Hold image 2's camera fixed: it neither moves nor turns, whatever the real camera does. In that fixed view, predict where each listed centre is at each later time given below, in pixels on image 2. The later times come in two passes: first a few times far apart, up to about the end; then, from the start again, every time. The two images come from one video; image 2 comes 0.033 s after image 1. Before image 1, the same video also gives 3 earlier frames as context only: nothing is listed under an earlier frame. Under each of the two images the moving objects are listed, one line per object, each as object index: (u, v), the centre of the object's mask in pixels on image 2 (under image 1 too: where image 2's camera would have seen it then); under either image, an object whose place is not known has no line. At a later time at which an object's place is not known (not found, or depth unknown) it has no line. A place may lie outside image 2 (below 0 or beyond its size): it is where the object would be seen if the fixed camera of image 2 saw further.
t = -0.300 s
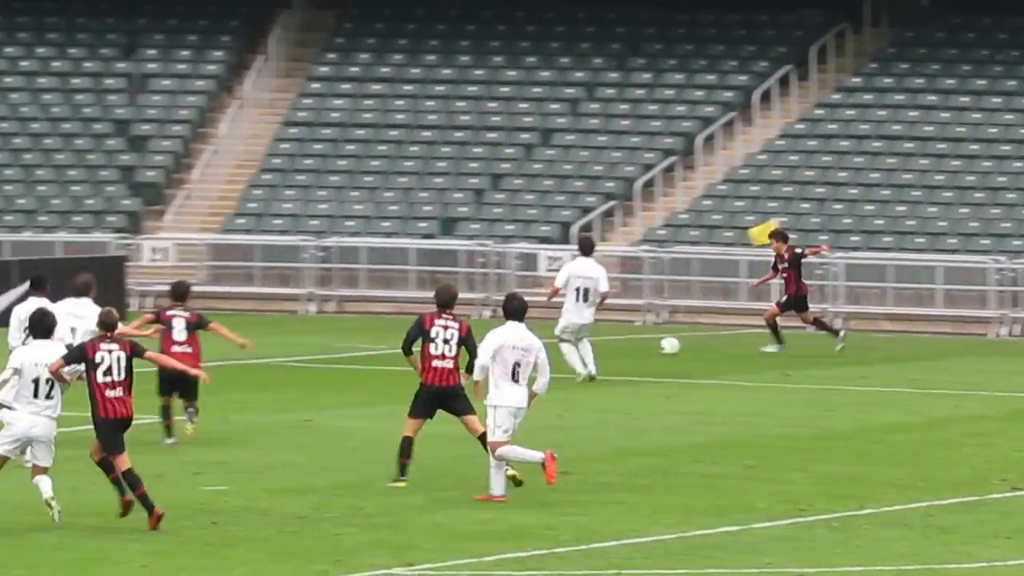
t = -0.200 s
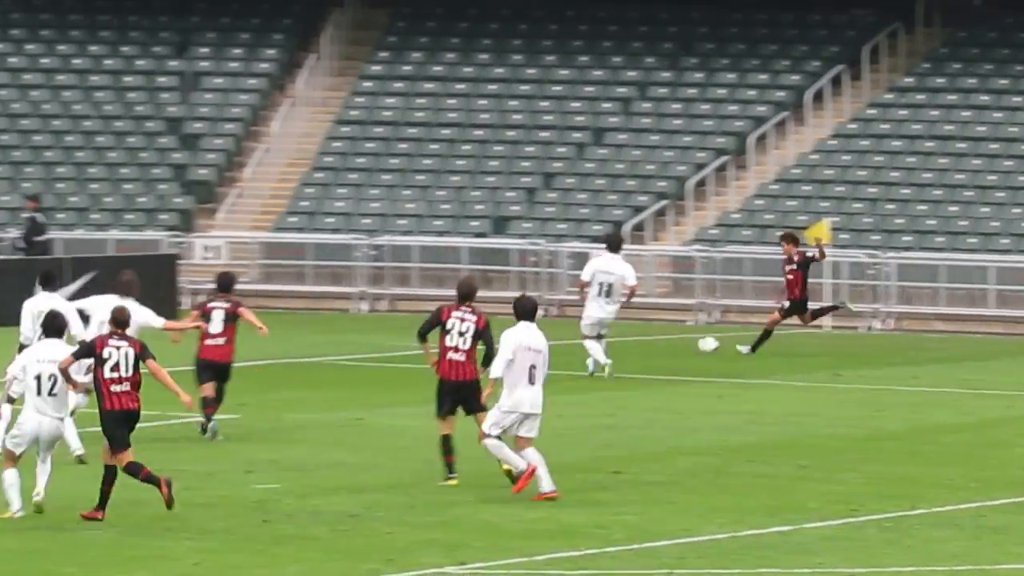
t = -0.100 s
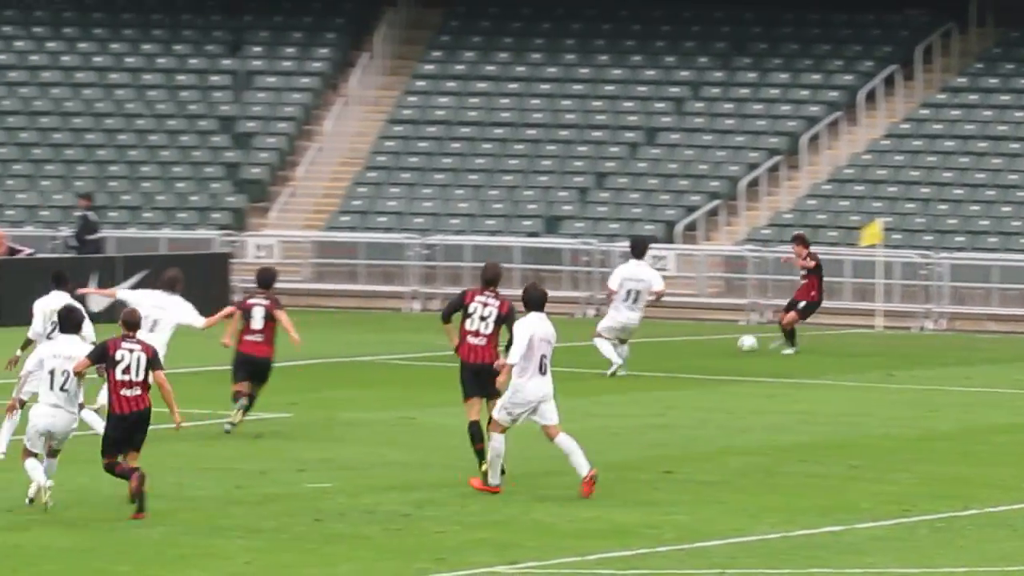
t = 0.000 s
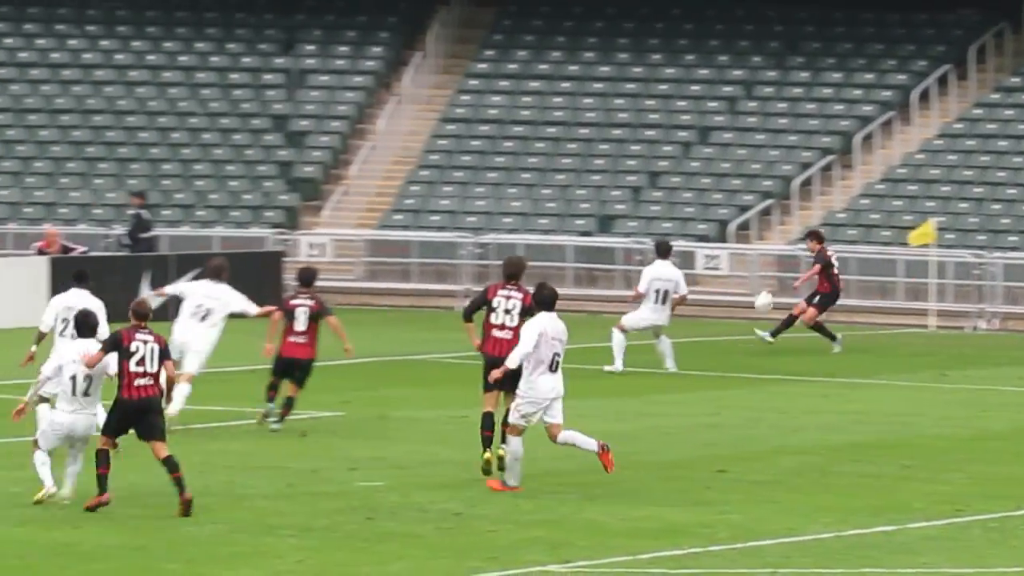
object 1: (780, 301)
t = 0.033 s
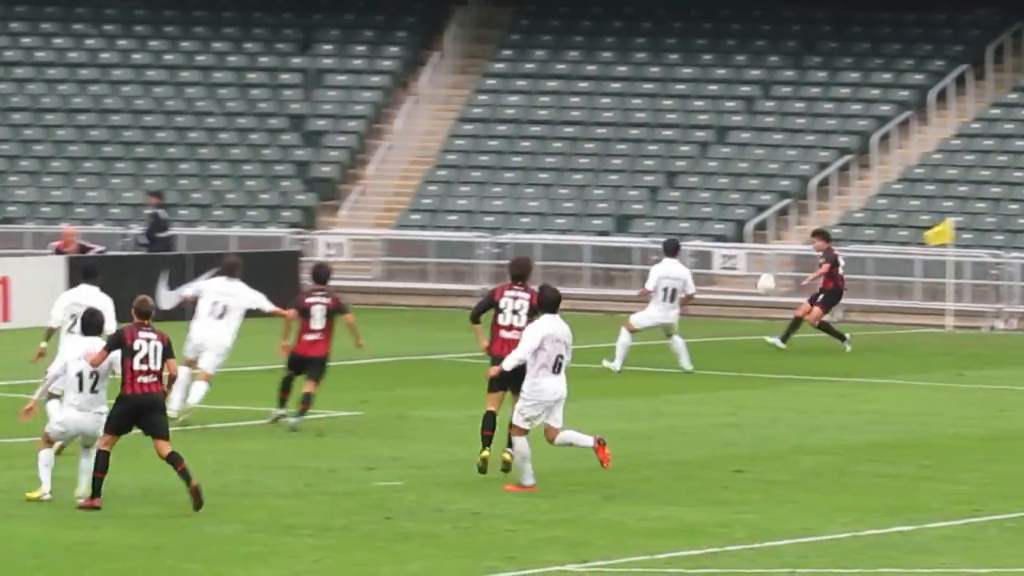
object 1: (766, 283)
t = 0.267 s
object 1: (679, 185)
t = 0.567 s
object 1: (594, 125)
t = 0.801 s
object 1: (547, 138)
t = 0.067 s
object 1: (751, 266)
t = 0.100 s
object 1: (738, 251)
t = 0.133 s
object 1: (726, 234)
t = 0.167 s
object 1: (713, 222)
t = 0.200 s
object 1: (701, 208)
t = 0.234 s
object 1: (689, 196)
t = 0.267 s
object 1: (679, 185)
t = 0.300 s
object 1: (668, 174)
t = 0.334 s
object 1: (657, 164)
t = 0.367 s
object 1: (647, 156)
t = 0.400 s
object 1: (637, 148)
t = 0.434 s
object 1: (628, 141)
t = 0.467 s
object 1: (619, 136)
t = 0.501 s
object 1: (611, 131)
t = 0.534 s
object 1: (602, 128)
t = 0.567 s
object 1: (594, 125)
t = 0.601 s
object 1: (586, 124)
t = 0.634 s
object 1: (578, 124)
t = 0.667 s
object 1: (572, 124)
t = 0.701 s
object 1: (565, 126)
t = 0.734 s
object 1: (559, 129)
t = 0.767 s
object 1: (553, 133)
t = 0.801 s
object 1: (547, 138)
